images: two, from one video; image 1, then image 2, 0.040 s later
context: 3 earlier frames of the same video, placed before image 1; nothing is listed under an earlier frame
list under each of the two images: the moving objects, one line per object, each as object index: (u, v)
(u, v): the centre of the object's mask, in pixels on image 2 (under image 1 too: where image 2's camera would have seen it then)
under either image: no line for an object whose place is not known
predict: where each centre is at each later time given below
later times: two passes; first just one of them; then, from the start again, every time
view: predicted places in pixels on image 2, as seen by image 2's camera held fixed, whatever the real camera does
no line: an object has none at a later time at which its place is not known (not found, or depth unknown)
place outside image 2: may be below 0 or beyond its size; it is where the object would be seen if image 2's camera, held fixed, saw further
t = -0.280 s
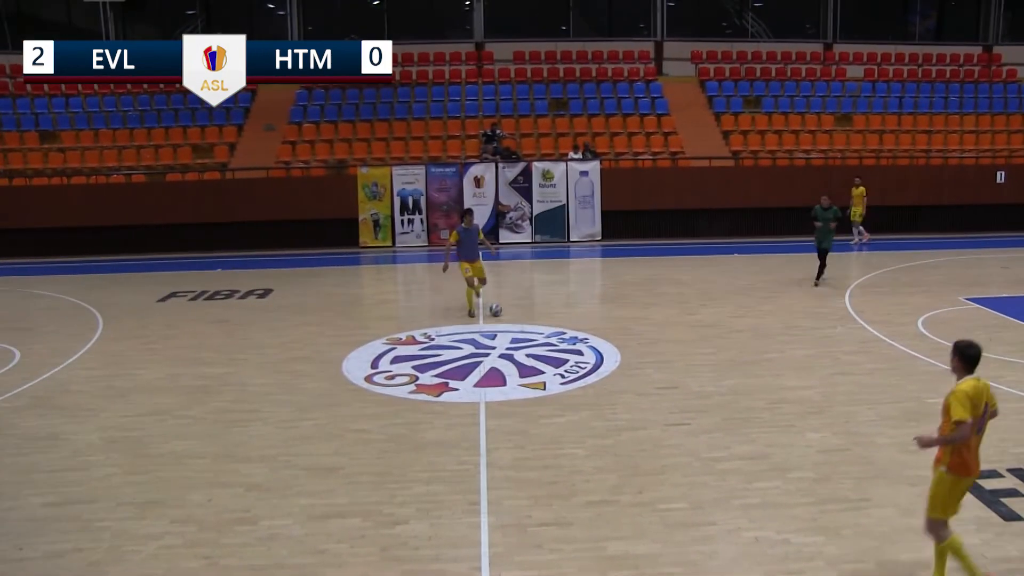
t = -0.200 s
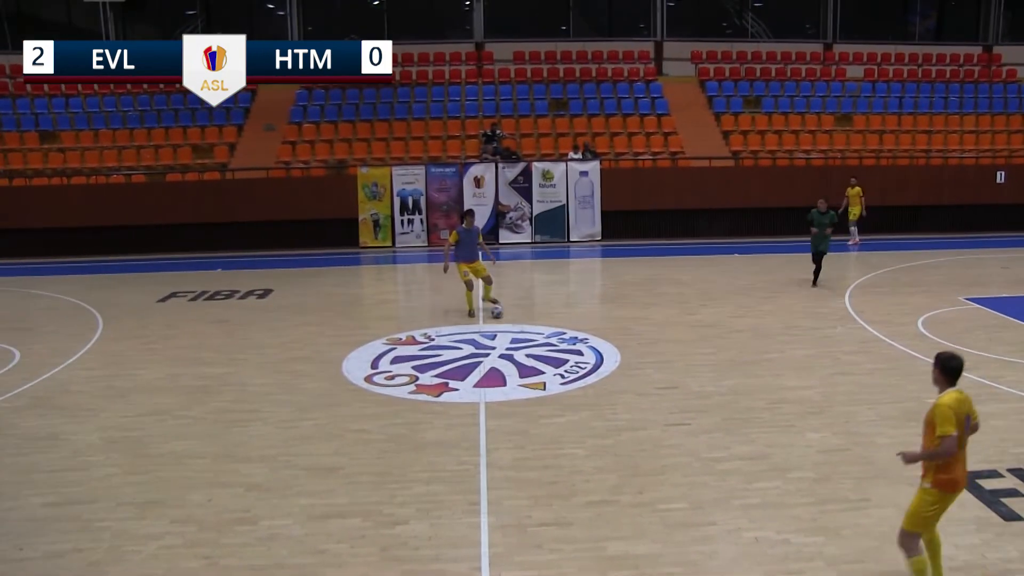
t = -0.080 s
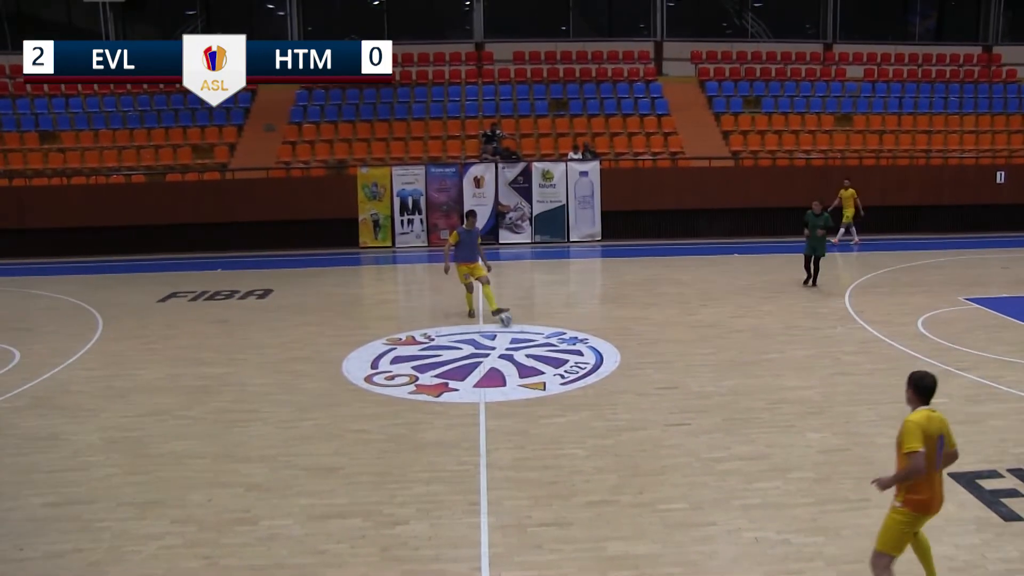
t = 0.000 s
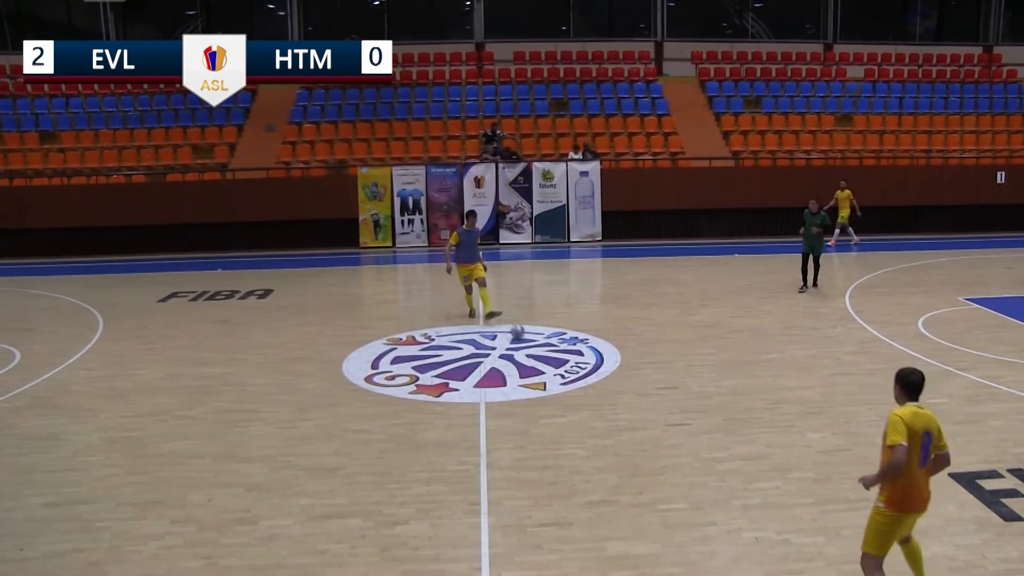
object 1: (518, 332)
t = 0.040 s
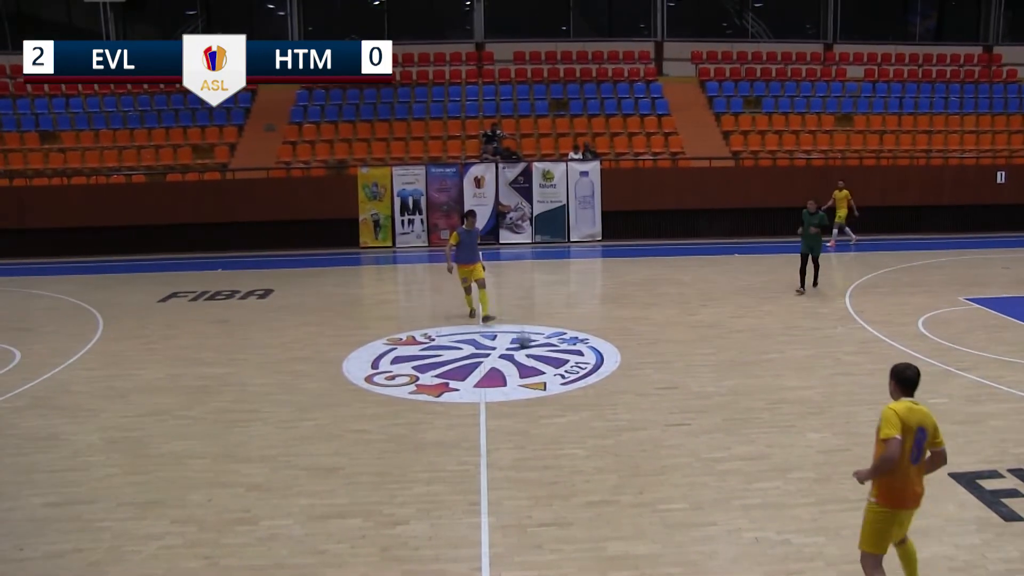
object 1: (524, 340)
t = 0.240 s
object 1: (558, 378)
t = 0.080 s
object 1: (530, 348)
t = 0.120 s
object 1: (536, 354)
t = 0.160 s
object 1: (544, 361)
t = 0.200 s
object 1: (550, 370)
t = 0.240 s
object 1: (558, 378)
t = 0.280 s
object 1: (566, 386)
